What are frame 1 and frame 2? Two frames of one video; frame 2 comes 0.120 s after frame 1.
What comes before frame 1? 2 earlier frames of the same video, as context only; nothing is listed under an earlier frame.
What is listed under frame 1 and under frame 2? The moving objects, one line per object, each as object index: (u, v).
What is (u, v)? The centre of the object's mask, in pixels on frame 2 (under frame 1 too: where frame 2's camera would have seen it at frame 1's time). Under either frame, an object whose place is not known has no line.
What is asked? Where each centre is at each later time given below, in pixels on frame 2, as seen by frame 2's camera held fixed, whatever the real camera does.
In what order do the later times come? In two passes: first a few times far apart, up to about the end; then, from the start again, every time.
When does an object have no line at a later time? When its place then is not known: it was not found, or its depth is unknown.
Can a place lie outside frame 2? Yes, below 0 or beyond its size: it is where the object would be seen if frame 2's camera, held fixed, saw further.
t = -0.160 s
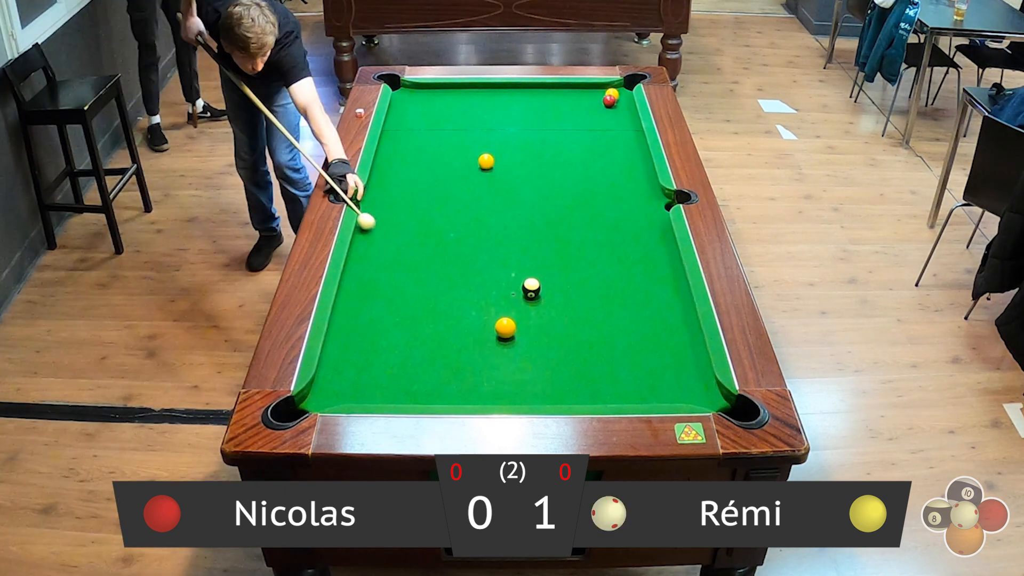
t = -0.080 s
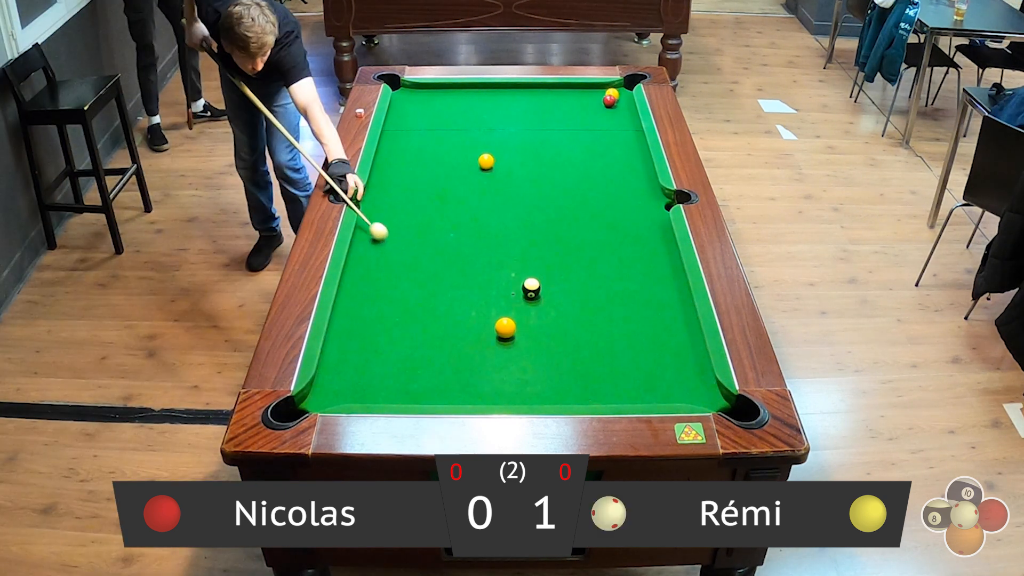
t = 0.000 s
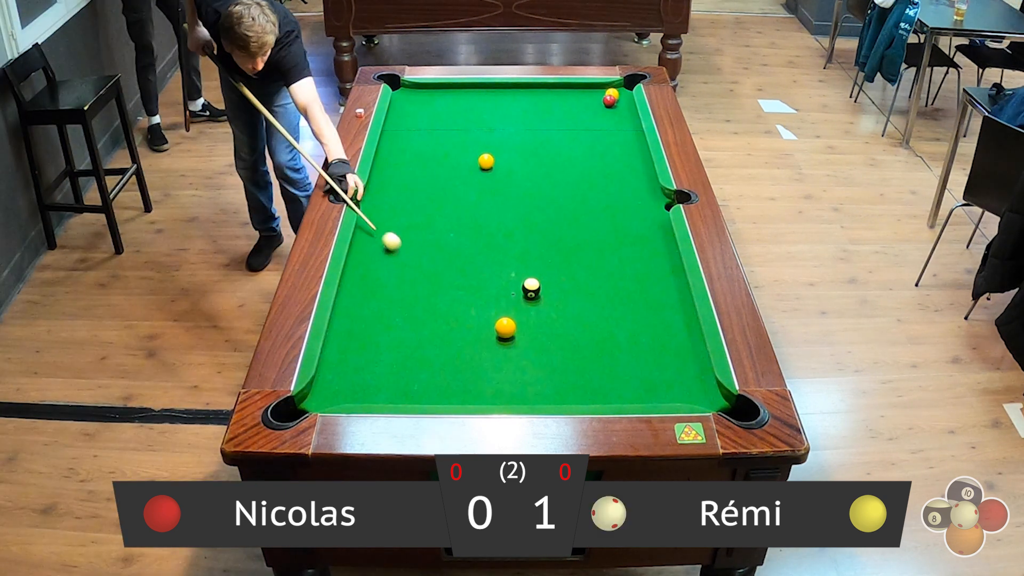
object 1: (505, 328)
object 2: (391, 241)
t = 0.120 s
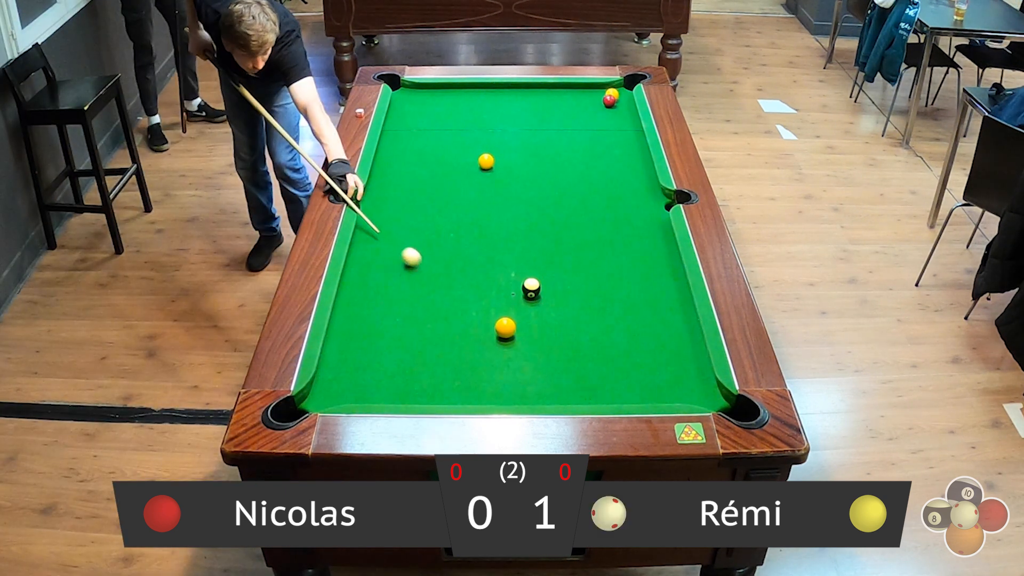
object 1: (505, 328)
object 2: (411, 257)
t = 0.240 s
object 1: (505, 328)
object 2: (432, 273)
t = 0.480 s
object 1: (505, 328)
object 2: (475, 307)
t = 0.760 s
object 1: (533, 345)
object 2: (493, 325)
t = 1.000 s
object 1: (564, 366)
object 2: (497, 332)
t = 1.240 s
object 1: (595, 385)
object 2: (500, 338)
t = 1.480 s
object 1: (622, 395)
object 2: (501, 341)
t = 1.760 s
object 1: (639, 383)
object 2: (501, 343)
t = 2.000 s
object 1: (652, 372)
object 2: (501, 344)
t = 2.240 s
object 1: (662, 363)
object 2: (501, 343)
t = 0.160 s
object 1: (505, 328)
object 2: (418, 262)
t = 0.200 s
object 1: (505, 328)
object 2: (425, 268)
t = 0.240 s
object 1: (505, 328)
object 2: (432, 273)
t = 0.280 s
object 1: (505, 328)
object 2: (439, 279)
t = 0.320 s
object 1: (505, 328)
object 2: (446, 284)
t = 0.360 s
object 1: (505, 328)
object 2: (453, 290)
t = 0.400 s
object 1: (505, 328)
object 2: (461, 295)
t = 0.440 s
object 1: (505, 328)
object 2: (468, 301)
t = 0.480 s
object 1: (505, 328)
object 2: (475, 307)
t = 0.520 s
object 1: (505, 327)
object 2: (483, 313)
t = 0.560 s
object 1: (506, 328)
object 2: (490, 318)
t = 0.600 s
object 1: (512, 331)
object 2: (491, 320)
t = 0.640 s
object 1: (517, 335)
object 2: (491, 321)
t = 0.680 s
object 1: (523, 339)
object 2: (492, 323)
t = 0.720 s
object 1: (528, 342)
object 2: (493, 324)
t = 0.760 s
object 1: (533, 345)
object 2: (493, 325)
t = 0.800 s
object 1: (539, 349)
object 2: (494, 327)
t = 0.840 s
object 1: (544, 352)
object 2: (495, 328)
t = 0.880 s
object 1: (549, 356)
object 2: (495, 329)
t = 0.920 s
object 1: (554, 359)
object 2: (496, 330)
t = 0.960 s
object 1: (559, 362)
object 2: (496, 331)
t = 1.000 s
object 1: (564, 366)
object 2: (497, 332)
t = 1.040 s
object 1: (570, 369)
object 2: (498, 333)
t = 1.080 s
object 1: (575, 372)
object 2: (498, 334)
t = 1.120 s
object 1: (580, 376)
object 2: (499, 335)
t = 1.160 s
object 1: (585, 379)
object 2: (499, 336)
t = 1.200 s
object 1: (590, 382)
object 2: (499, 337)
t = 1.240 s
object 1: (595, 385)
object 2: (500, 338)
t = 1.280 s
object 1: (600, 388)
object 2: (500, 338)
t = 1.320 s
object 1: (605, 392)
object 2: (500, 339)
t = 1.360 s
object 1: (610, 394)
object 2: (500, 340)
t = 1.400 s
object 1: (615, 396)
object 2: (501, 340)
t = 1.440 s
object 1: (619, 397)
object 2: (501, 341)
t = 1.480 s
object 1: (622, 395)
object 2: (501, 341)
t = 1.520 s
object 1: (625, 394)
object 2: (501, 342)
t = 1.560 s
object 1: (628, 393)
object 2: (501, 342)
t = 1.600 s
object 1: (630, 391)
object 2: (501, 343)
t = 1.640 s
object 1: (632, 389)
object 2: (501, 343)
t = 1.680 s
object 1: (635, 387)
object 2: (501, 343)
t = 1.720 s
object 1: (637, 385)
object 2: (501, 343)
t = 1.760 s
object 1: (639, 383)
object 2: (501, 343)
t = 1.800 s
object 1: (642, 381)
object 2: (501, 344)
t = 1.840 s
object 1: (644, 379)
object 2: (501, 344)
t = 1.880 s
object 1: (646, 377)
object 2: (501, 344)
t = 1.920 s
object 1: (648, 376)
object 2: (501, 344)
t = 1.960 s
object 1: (650, 374)
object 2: (501, 344)
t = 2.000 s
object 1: (652, 372)
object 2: (501, 344)
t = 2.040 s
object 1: (653, 371)
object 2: (501, 344)
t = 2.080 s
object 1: (655, 369)
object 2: (501, 343)
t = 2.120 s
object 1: (657, 368)
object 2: (501, 344)
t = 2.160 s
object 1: (659, 366)
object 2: (501, 343)
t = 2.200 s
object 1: (660, 364)
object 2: (501, 344)
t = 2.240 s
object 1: (662, 363)
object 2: (501, 343)
